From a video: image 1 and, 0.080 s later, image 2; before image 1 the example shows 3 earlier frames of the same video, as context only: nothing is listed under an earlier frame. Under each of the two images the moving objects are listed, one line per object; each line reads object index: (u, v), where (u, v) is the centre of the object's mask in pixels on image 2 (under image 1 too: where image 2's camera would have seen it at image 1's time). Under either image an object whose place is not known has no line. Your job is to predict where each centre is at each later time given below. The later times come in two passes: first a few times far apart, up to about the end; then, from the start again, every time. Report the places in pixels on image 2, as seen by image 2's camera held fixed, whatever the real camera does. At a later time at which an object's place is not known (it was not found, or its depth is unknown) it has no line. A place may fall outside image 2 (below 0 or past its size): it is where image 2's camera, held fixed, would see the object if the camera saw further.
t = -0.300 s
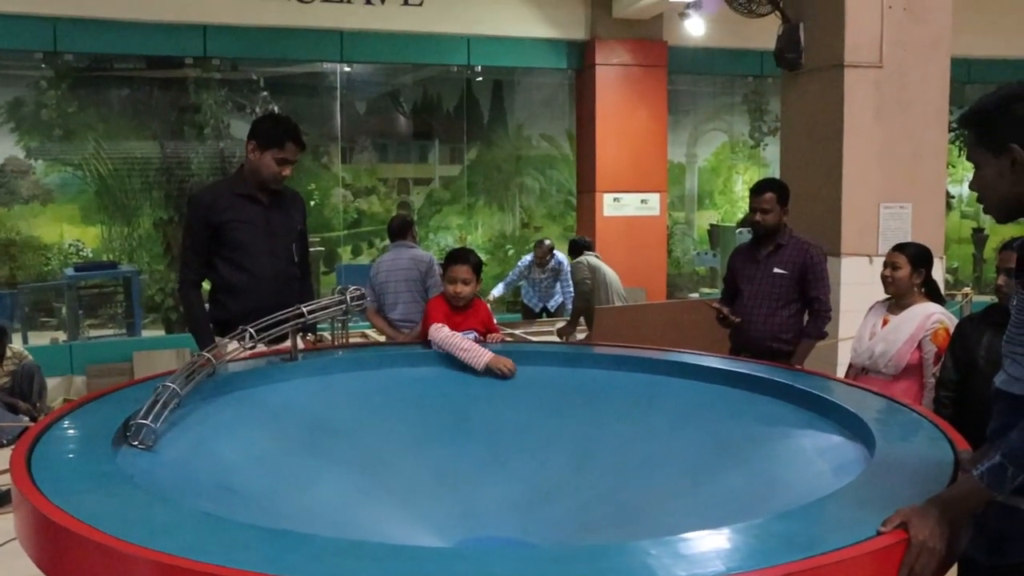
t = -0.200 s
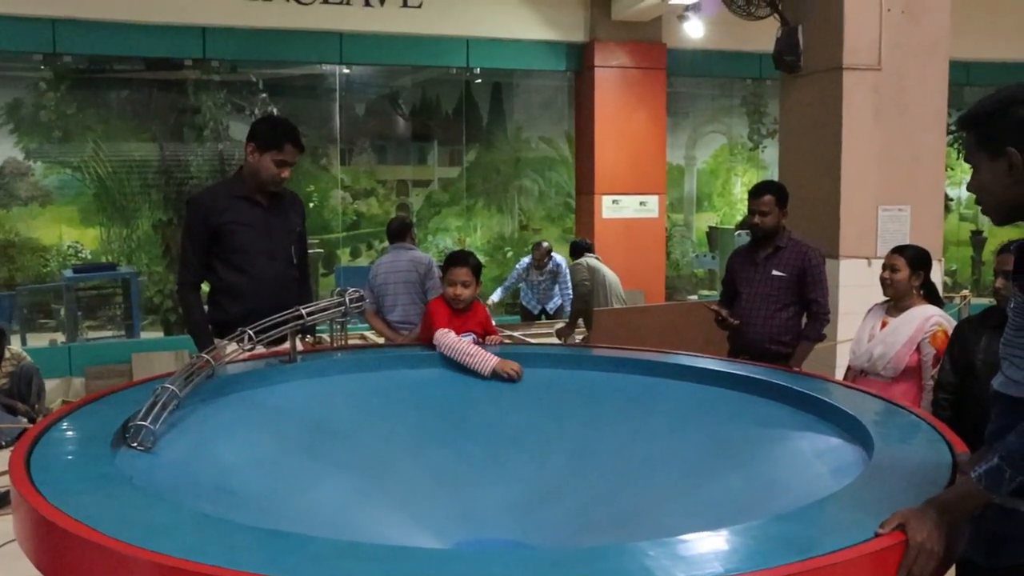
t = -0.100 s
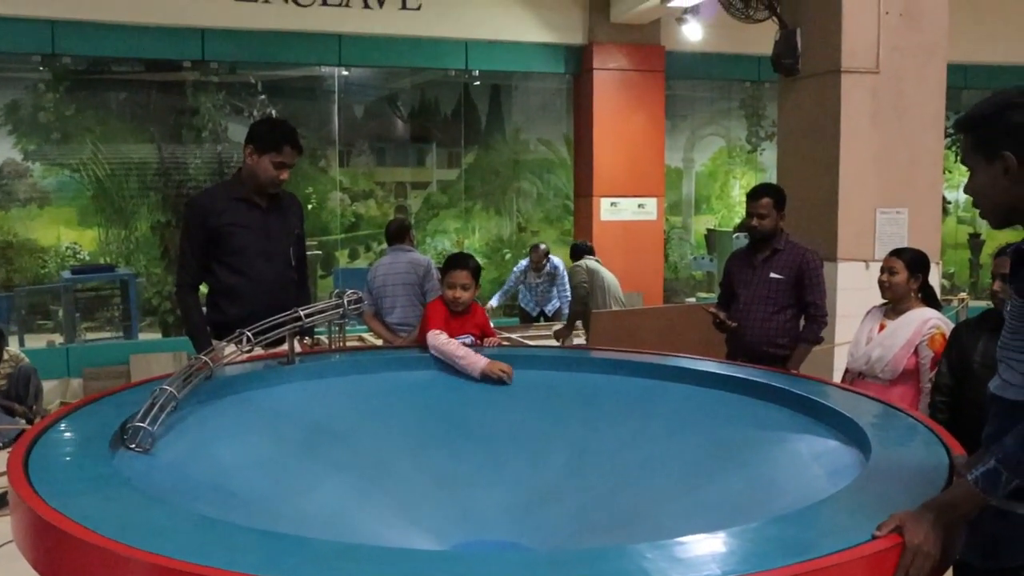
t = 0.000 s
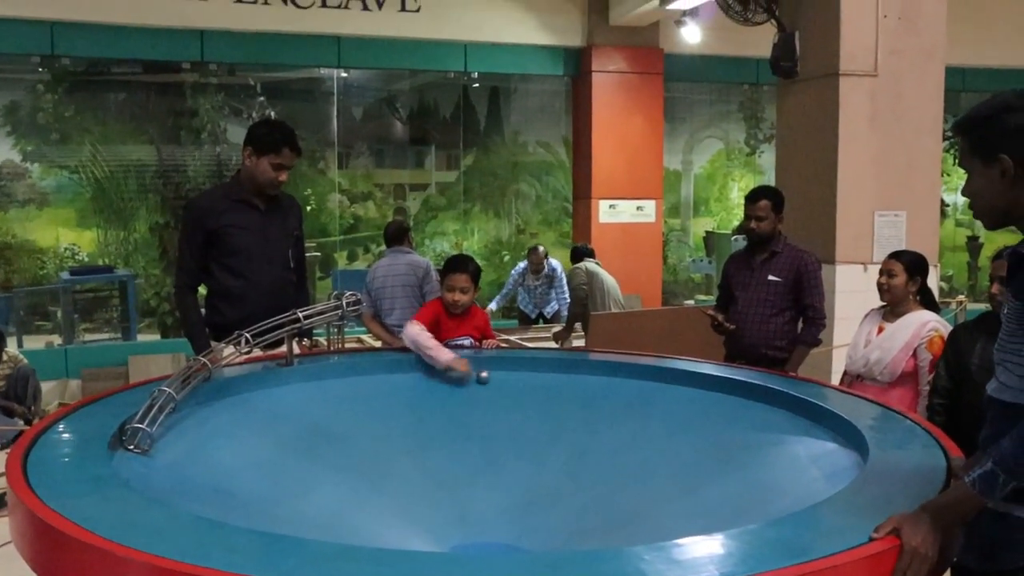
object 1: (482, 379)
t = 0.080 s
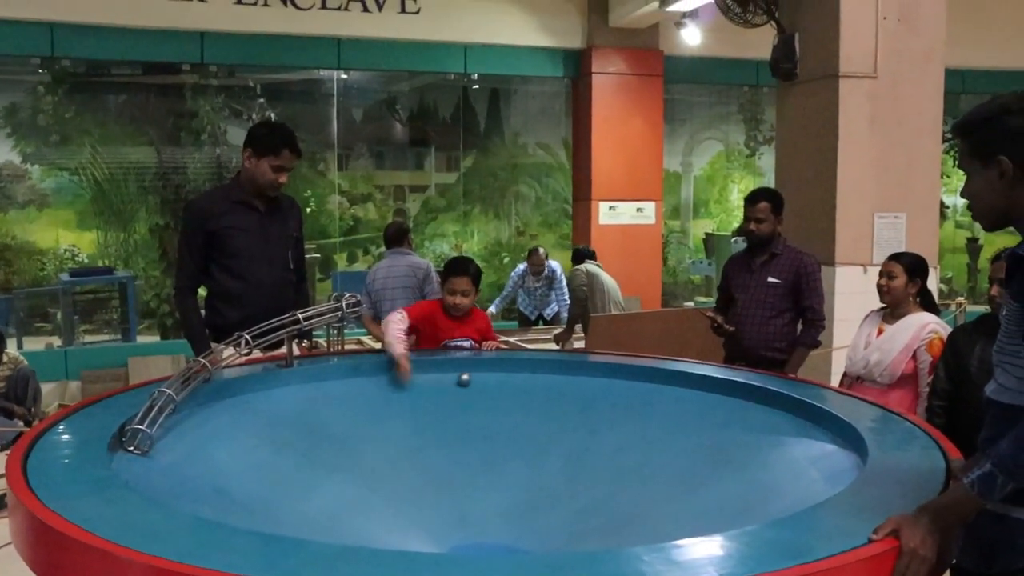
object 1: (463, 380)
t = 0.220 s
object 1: (431, 386)
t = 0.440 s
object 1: (384, 411)
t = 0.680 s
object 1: (346, 459)
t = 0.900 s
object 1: (342, 519)
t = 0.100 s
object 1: (458, 380)
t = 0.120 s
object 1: (453, 381)
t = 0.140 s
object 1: (449, 382)
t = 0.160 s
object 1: (445, 383)
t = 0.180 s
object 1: (440, 384)
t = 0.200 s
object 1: (436, 385)
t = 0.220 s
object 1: (431, 386)
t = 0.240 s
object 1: (427, 388)
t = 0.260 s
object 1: (422, 389)
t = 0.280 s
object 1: (417, 391)
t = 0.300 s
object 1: (413, 393)
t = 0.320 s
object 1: (409, 395)
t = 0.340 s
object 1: (405, 397)
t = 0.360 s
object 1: (401, 399)
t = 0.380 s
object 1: (397, 402)
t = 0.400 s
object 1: (393, 405)
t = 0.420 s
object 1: (388, 407)
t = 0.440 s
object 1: (384, 411)
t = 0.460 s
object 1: (380, 413)
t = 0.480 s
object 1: (376, 416)
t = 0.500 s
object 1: (373, 420)
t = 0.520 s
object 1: (369, 424)
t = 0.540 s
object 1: (366, 427)
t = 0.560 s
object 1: (363, 431)
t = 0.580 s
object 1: (359, 436)
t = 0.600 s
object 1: (356, 440)
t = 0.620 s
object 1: (353, 444)
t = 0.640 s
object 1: (351, 449)
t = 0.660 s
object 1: (348, 454)
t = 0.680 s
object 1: (346, 459)
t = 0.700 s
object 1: (344, 464)
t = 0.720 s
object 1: (341, 468)
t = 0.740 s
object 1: (340, 473)
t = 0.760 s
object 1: (339, 479)
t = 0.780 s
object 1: (338, 484)
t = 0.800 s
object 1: (338, 490)
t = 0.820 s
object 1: (338, 496)
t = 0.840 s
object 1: (338, 502)
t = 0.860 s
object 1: (339, 508)
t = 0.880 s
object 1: (340, 513)
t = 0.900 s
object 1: (342, 519)
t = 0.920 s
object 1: (345, 525)
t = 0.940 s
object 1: (348, 530)
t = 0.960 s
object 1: (352, 534)
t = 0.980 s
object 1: (357, 537)
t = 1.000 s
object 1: (362, 539)
